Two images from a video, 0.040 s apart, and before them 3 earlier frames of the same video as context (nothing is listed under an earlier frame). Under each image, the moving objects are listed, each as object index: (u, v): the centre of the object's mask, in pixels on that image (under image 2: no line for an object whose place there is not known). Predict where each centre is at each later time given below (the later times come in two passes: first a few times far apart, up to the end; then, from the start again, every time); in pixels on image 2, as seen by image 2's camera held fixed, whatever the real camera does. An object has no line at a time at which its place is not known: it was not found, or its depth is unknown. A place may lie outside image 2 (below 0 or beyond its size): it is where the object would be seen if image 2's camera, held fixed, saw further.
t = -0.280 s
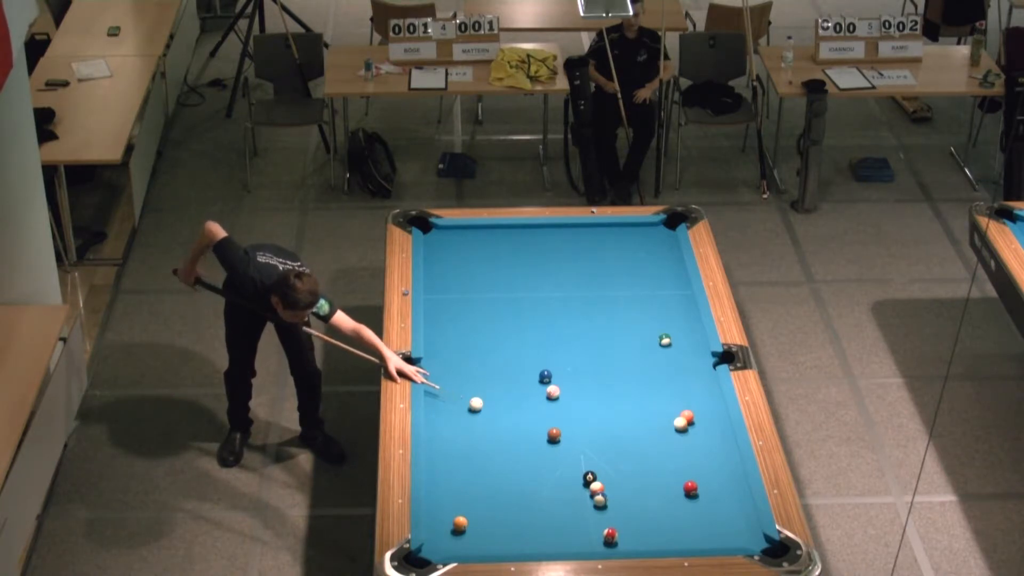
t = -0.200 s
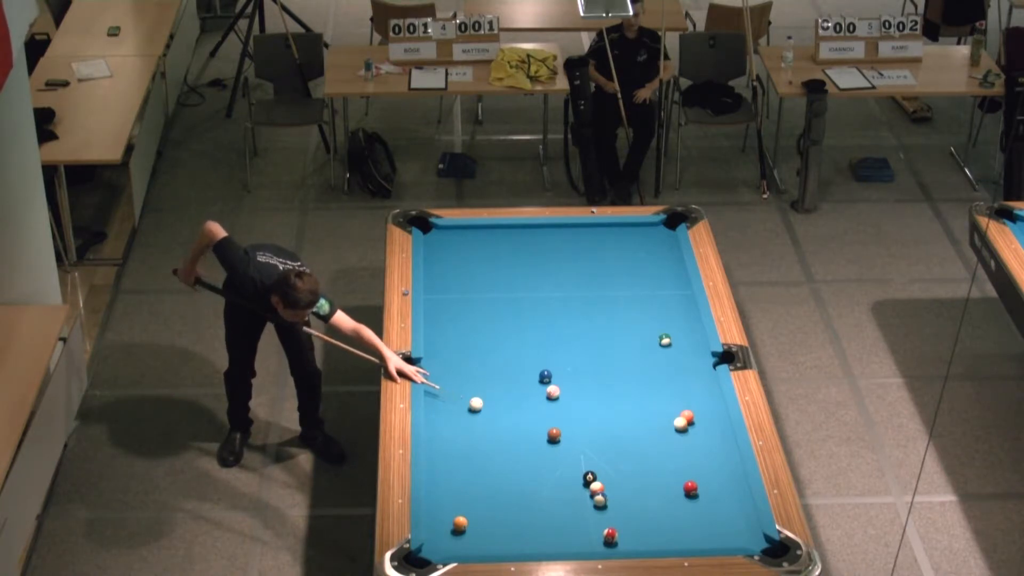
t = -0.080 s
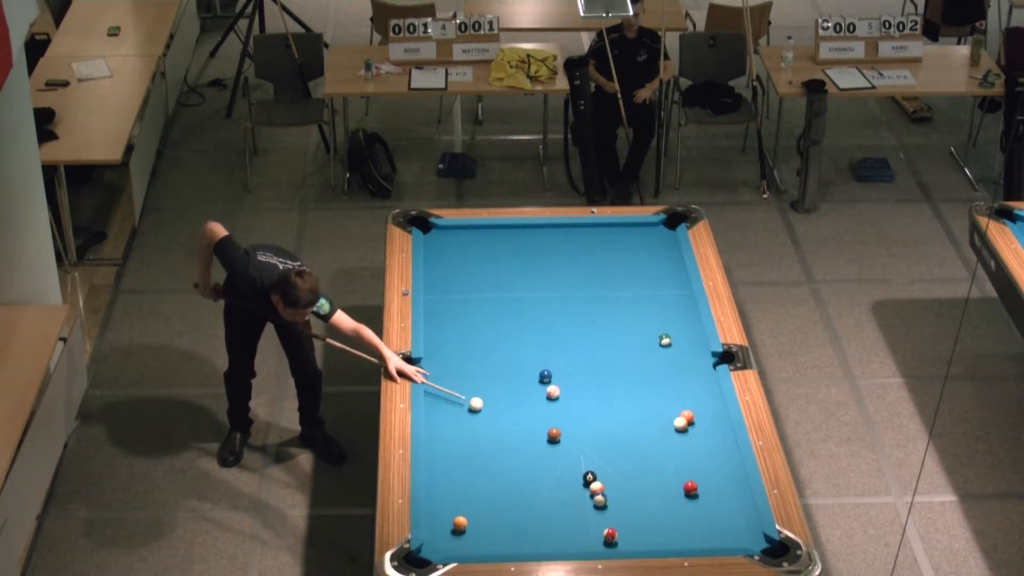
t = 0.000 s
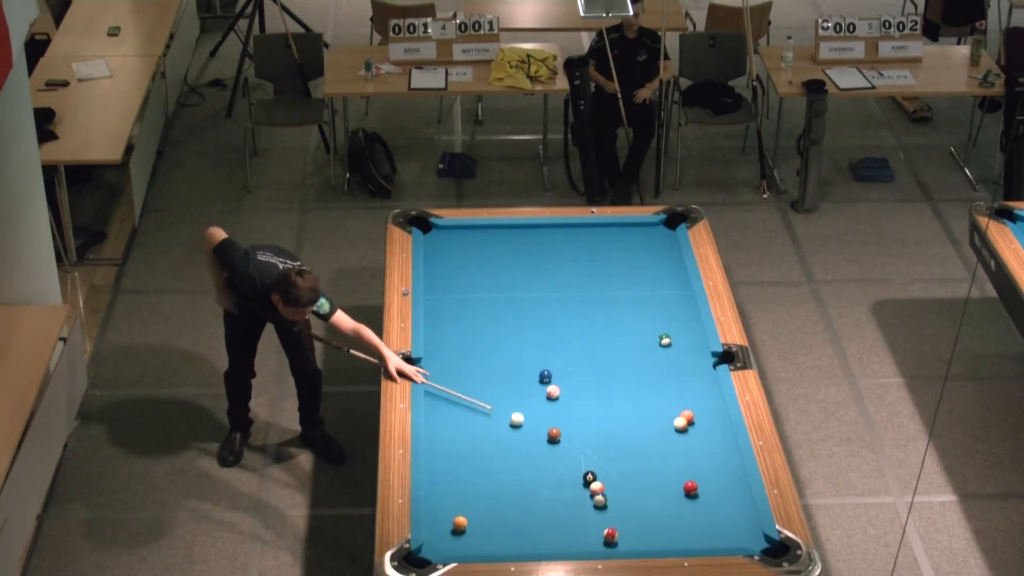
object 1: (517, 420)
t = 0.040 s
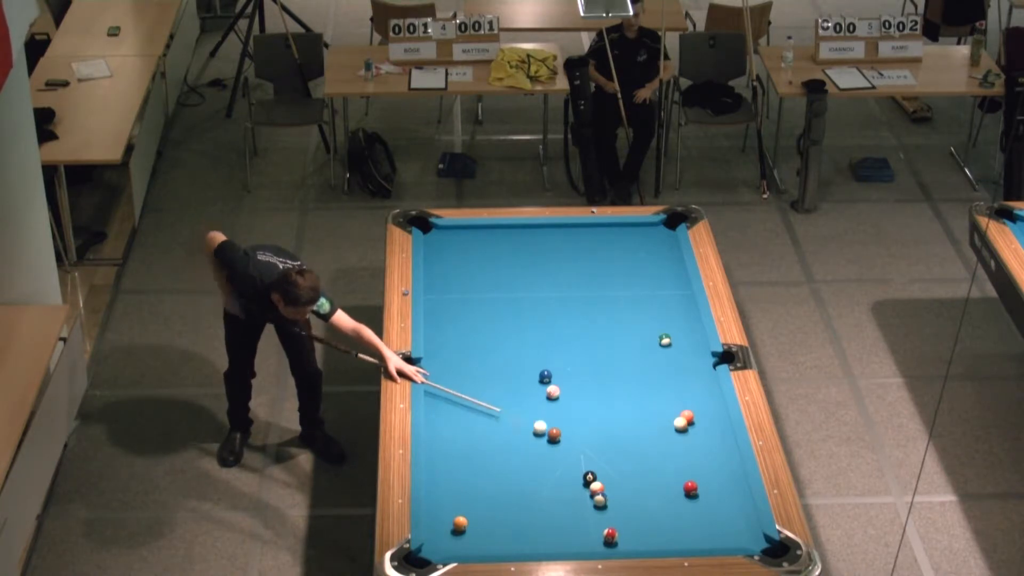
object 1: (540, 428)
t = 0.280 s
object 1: (568, 423)
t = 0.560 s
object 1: (598, 418)
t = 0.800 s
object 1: (622, 414)
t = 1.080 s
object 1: (649, 409)
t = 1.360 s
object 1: (674, 405)
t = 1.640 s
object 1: (697, 401)
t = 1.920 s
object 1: (716, 398)
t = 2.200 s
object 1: (703, 395)
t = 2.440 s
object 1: (693, 393)
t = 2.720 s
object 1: (684, 392)
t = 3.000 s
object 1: (675, 390)
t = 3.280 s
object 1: (669, 389)
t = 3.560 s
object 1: (663, 388)
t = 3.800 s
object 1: (660, 387)
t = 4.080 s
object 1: (657, 387)
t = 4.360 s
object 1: (656, 387)
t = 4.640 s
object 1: (656, 387)
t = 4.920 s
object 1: (656, 387)
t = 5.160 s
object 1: (656, 387)
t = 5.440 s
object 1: (655, 387)
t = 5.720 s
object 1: (655, 387)
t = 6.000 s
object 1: (655, 387)
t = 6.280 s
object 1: (655, 387)
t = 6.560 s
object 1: (655, 387)
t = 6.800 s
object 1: (656, 387)
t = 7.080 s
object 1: (656, 387)
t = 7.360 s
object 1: (656, 387)
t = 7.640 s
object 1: (656, 387)
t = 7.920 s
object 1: (656, 387)
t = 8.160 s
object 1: (656, 387)
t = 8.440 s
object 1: (656, 387)
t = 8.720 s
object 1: (656, 387)
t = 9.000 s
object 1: (656, 387)
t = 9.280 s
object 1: (656, 387)
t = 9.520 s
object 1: (656, 387)
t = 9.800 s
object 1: (656, 387)
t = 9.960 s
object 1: (656, 387)
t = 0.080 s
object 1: (547, 428)
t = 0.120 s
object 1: (550, 427)
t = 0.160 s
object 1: (555, 426)
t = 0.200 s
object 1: (559, 425)
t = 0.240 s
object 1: (564, 424)
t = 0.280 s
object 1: (568, 423)
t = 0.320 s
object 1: (572, 422)
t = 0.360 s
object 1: (577, 421)
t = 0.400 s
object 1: (581, 421)
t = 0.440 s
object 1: (585, 420)
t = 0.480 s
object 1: (590, 419)
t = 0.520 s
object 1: (594, 418)
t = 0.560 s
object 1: (598, 418)
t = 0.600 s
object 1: (602, 417)
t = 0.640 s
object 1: (606, 416)
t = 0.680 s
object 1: (610, 416)
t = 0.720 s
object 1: (614, 415)
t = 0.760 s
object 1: (618, 414)
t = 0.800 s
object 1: (622, 414)
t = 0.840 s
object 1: (626, 413)
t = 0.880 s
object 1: (630, 412)
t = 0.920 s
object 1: (634, 412)
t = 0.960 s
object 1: (638, 411)
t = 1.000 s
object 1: (641, 410)
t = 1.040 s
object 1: (645, 410)
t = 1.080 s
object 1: (649, 409)
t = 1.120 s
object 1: (652, 408)
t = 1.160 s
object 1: (656, 408)
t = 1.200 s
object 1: (660, 407)
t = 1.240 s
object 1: (663, 406)
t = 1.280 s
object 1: (667, 406)
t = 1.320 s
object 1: (670, 405)
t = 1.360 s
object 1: (674, 405)
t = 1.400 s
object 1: (677, 404)
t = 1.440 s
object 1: (681, 403)
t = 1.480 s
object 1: (684, 403)
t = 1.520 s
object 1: (687, 403)
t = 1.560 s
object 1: (691, 402)
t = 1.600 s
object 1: (694, 402)
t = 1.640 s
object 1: (697, 401)
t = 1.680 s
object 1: (701, 401)
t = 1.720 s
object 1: (704, 400)
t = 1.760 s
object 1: (707, 400)
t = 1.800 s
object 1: (710, 399)
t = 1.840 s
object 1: (713, 399)
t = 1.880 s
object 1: (716, 398)
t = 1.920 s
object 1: (716, 398)
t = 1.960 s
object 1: (714, 397)
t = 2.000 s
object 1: (712, 397)
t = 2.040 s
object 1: (710, 397)
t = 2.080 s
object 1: (708, 396)
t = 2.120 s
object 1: (706, 396)
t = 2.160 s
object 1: (705, 396)
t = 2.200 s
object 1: (703, 395)
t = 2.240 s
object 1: (701, 395)
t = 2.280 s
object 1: (699, 395)
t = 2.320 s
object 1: (698, 394)
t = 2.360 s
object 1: (696, 394)
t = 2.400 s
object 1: (695, 394)
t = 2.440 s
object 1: (693, 393)
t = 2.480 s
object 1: (692, 393)
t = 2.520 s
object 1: (690, 393)
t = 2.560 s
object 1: (689, 393)
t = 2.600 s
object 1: (688, 393)
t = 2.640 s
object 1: (686, 392)
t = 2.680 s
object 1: (685, 392)
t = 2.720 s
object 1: (684, 392)
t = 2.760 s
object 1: (682, 391)
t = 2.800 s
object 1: (681, 391)
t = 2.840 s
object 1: (680, 391)
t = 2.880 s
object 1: (679, 391)
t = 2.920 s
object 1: (677, 390)
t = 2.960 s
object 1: (676, 390)
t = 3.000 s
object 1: (675, 390)
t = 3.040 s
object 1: (675, 390)
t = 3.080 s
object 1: (673, 390)
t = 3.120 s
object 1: (672, 390)
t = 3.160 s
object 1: (671, 390)
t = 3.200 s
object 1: (670, 389)
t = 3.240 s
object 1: (670, 389)
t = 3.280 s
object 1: (669, 389)
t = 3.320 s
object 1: (668, 389)
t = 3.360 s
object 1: (667, 389)
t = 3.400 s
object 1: (666, 389)
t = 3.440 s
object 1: (665, 388)
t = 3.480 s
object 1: (665, 389)
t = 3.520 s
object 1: (664, 388)
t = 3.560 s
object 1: (663, 388)
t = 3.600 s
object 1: (662, 388)
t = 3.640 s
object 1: (662, 388)
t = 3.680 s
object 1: (661, 388)
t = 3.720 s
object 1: (661, 388)
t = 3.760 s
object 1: (660, 388)
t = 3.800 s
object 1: (660, 387)
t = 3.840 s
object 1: (659, 388)
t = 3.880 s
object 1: (659, 387)
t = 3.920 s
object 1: (658, 387)
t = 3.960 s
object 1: (658, 387)
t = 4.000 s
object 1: (658, 387)
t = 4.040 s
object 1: (657, 387)
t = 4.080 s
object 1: (657, 387)
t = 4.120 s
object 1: (657, 387)
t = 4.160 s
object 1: (657, 387)
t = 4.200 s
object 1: (656, 387)
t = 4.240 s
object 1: (656, 387)
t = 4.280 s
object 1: (656, 387)
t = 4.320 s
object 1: (656, 387)
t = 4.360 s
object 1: (656, 387)
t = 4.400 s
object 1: (656, 387)
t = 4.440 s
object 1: (656, 387)
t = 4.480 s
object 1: (656, 387)
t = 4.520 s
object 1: (656, 387)
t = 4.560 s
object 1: (656, 387)
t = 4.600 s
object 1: (656, 387)
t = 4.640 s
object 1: (656, 387)
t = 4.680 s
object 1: (656, 387)
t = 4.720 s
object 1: (656, 387)
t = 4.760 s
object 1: (656, 387)
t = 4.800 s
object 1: (656, 387)
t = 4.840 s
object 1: (656, 387)
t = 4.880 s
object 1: (656, 387)
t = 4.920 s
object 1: (656, 387)
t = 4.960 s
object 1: (656, 387)
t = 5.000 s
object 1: (655, 387)
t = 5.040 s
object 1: (655, 387)
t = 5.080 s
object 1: (656, 387)
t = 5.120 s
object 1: (655, 387)
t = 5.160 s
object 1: (656, 387)
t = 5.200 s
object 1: (655, 387)
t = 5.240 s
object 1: (655, 387)
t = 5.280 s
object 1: (655, 387)
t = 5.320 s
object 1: (656, 387)
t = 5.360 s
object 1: (655, 387)
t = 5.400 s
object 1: (655, 387)
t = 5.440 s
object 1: (655, 387)
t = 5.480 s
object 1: (656, 387)
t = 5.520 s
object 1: (655, 387)
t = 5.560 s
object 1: (656, 387)
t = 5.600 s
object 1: (655, 387)
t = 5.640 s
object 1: (655, 387)
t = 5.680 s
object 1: (655, 387)
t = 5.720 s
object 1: (655, 387)
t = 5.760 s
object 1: (656, 387)
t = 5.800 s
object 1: (655, 387)
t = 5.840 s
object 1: (655, 387)
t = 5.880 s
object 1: (655, 387)
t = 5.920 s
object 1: (655, 387)
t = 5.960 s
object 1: (655, 387)
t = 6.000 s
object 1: (655, 387)
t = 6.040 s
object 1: (656, 387)
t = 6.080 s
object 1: (656, 387)
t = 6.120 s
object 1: (656, 387)
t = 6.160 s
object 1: (655, 387)
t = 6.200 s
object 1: (655, 387)
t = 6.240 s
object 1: (655, 387)
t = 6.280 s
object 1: (655, 387)
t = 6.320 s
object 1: (655, 387)
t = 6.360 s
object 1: (655, 387)
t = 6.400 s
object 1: (656, 387)
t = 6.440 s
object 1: (655, 387)
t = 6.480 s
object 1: (656, 387)
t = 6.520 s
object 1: (655, 387)
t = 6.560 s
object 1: (655, 387)
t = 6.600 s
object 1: (655, 387)
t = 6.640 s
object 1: (656, 387)
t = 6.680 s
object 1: (655, 387)
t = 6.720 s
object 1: (656, 387)
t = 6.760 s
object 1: (655, 387)
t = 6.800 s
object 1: (656, 387)
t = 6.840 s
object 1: (656, 387)
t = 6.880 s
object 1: (655, 387)
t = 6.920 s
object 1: (656, 387)
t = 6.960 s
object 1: (656, 387)
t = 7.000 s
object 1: (656, 387)
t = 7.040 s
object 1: (656, 387)
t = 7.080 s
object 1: (656, 387)
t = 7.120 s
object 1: (656, 387)
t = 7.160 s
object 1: (656, 387)
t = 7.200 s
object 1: (656, 387)
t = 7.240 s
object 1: (656, 387)
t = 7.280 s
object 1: (656, 387)
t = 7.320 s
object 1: (656, 387)
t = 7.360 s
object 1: (656, 387)
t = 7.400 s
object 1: (656, 387)
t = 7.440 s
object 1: (656, 387)
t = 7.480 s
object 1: (656, 387)
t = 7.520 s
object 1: (656, 387)
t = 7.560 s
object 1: (656, 387)
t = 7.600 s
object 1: (656, 387)
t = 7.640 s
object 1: (656, 387)
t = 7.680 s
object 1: (656, 387)
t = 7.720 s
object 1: (656, 387)
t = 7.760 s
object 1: (656, 387)
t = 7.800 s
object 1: (656, 387)
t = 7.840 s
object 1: (656, 387)
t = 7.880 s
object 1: (656, 387)
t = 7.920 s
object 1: (656, 387)
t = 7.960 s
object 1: (656, 387)
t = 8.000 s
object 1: (656, 387)
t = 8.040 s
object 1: (656, 387)
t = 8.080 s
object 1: (656, 387)
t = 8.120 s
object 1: (656, 387)
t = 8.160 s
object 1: (656, 387)
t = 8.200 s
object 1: (656, 387)
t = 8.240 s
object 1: (656, 387)
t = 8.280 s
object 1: (656, 387)
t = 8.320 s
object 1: (656, 387)
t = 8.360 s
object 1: (656, 387)
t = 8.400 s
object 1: (656, 387)
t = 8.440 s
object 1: (656, 387)
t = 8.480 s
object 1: (656, 387)
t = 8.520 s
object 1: (656, 387)
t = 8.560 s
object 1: (656, 387)
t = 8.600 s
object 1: (656, 387)
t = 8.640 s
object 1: (656, 387)
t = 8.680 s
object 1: (656, 387)
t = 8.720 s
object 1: (656, 387)
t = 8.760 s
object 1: (656, 387)
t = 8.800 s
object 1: (656, 387)
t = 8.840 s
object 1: (656, 387)
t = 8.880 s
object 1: (656, 387)
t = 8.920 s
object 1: (656, 387)
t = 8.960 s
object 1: (656, 387)
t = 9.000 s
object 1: (656, 387)
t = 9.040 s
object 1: (656, 387)
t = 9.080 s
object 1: (656, 387)
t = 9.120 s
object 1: (656, 387)
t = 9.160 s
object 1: (656, 387)
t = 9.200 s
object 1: (656, 387)
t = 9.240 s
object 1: (656, 387)
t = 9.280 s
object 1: (656, 387)
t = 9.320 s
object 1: (656, 387)
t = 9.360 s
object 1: (656, 387)
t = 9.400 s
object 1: (656, 387)
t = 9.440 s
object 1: (656, 387)
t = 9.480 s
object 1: (656, 387)
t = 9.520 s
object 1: (656, 387)
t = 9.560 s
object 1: (656, 387)
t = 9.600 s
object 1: (656, 387)
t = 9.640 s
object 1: (656, 387)
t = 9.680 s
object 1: (656, 387)
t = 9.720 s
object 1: (656, 387)
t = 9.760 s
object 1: (656, 387)
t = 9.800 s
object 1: (656, 387)
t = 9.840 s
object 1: (656, 387)
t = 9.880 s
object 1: (656, 387)
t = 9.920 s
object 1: (656, 387)
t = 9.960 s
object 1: (656, 387)
